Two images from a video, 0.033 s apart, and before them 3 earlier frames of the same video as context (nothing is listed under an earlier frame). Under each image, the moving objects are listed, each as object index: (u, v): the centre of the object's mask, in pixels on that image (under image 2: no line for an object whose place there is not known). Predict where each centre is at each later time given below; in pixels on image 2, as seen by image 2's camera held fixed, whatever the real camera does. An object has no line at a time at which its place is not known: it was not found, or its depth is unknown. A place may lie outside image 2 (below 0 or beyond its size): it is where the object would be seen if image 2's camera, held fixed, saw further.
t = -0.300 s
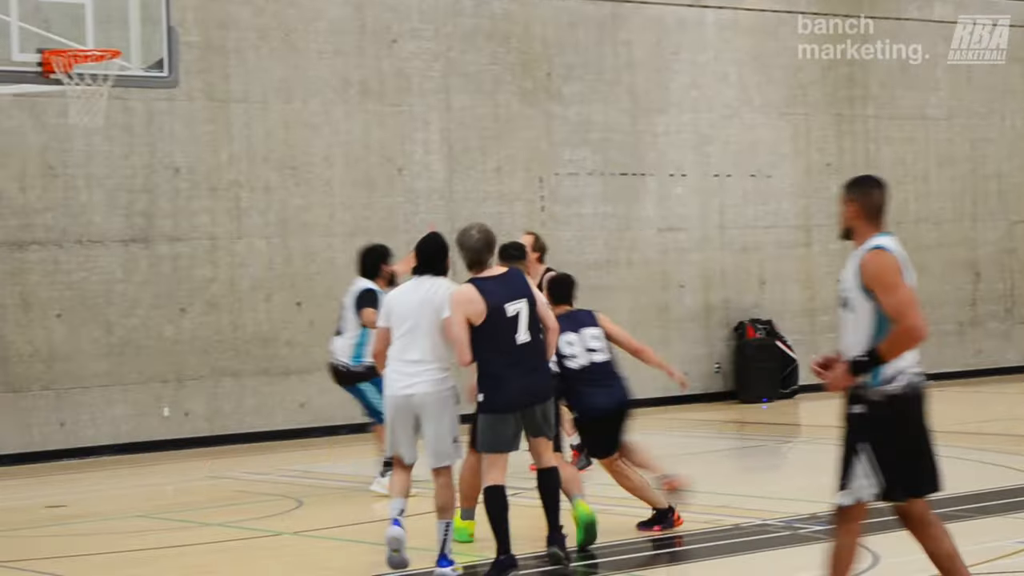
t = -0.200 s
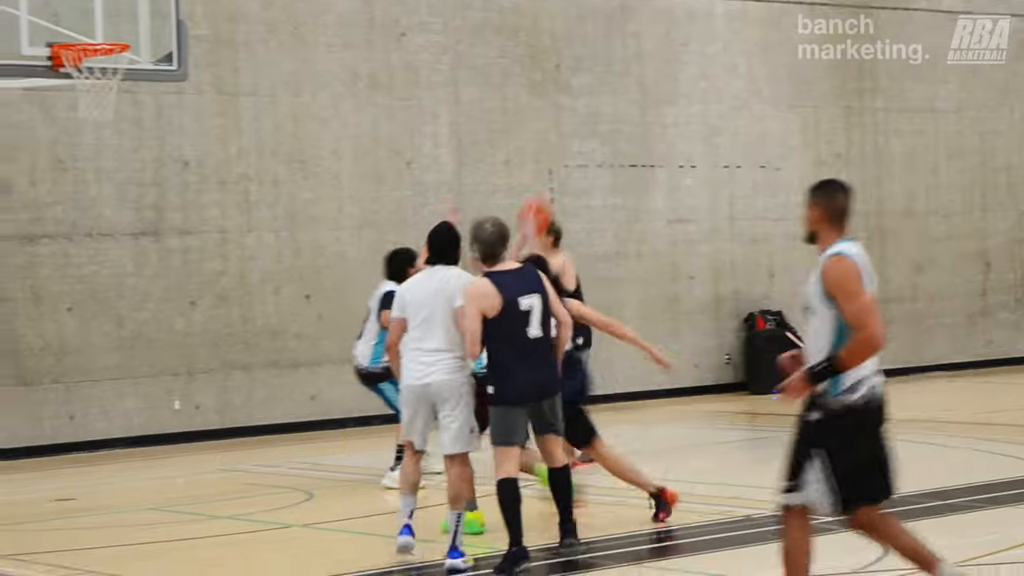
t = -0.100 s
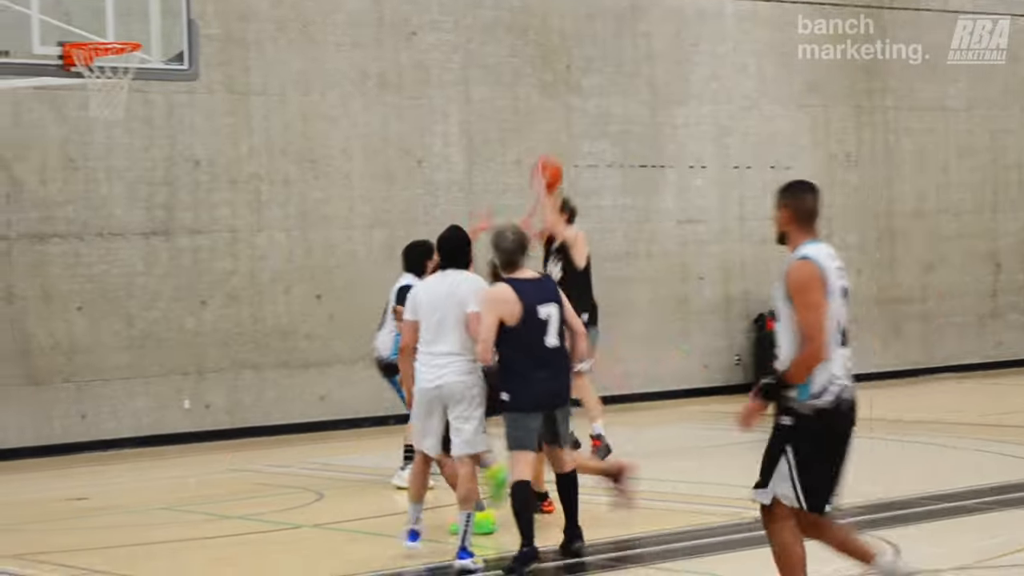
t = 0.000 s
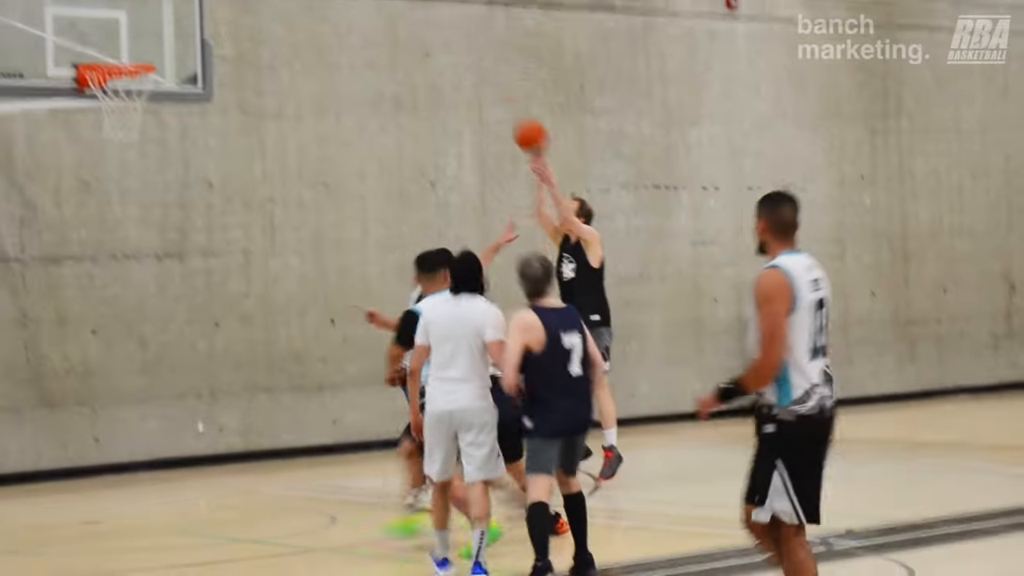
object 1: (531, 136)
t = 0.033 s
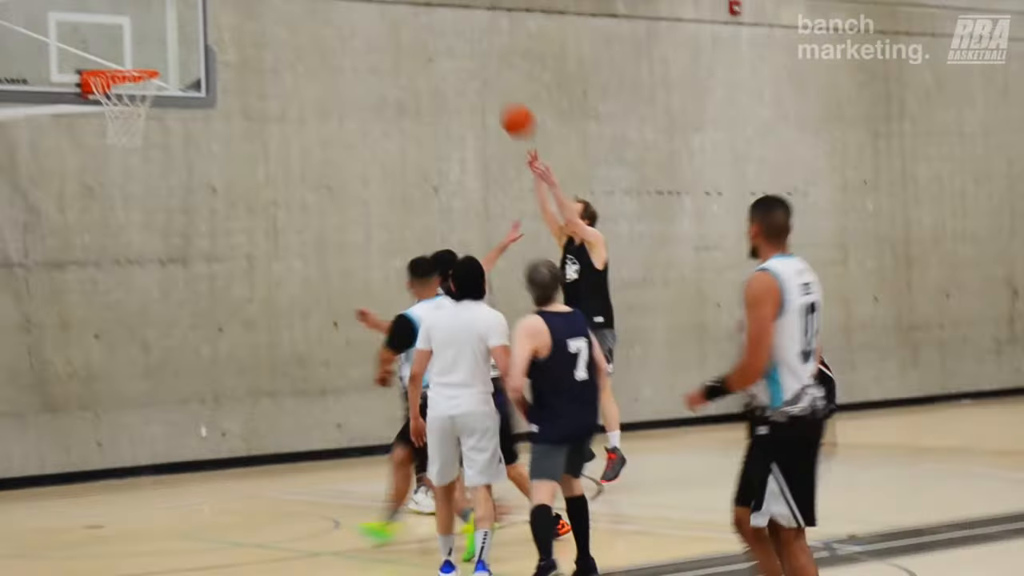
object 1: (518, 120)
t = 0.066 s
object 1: (501, 101)
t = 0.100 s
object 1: (483, 83)
